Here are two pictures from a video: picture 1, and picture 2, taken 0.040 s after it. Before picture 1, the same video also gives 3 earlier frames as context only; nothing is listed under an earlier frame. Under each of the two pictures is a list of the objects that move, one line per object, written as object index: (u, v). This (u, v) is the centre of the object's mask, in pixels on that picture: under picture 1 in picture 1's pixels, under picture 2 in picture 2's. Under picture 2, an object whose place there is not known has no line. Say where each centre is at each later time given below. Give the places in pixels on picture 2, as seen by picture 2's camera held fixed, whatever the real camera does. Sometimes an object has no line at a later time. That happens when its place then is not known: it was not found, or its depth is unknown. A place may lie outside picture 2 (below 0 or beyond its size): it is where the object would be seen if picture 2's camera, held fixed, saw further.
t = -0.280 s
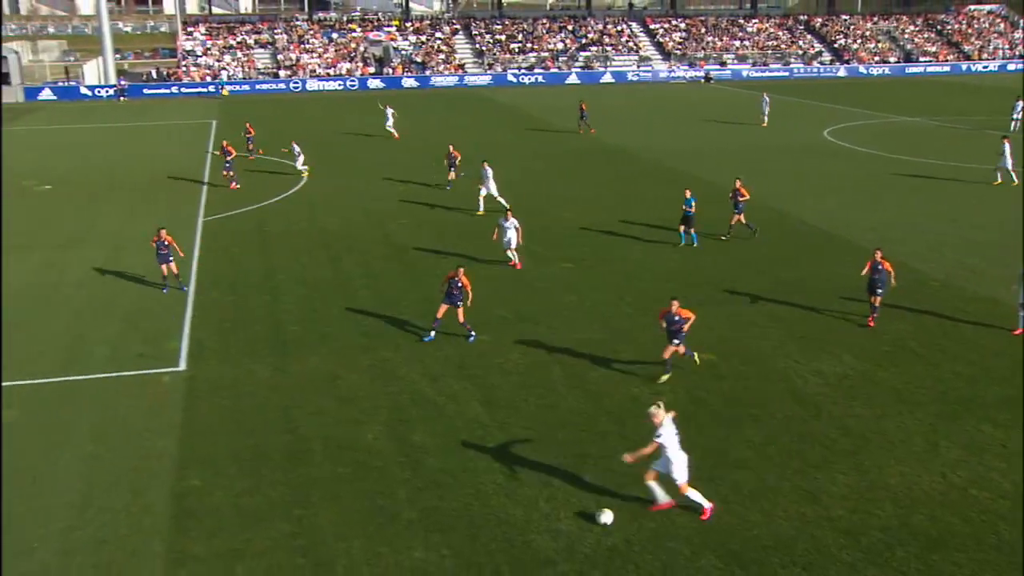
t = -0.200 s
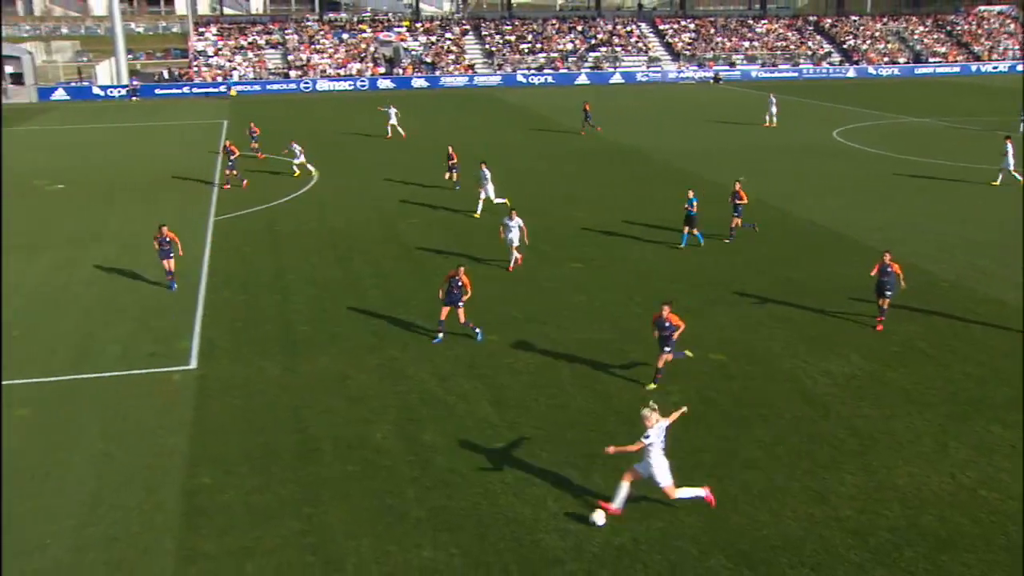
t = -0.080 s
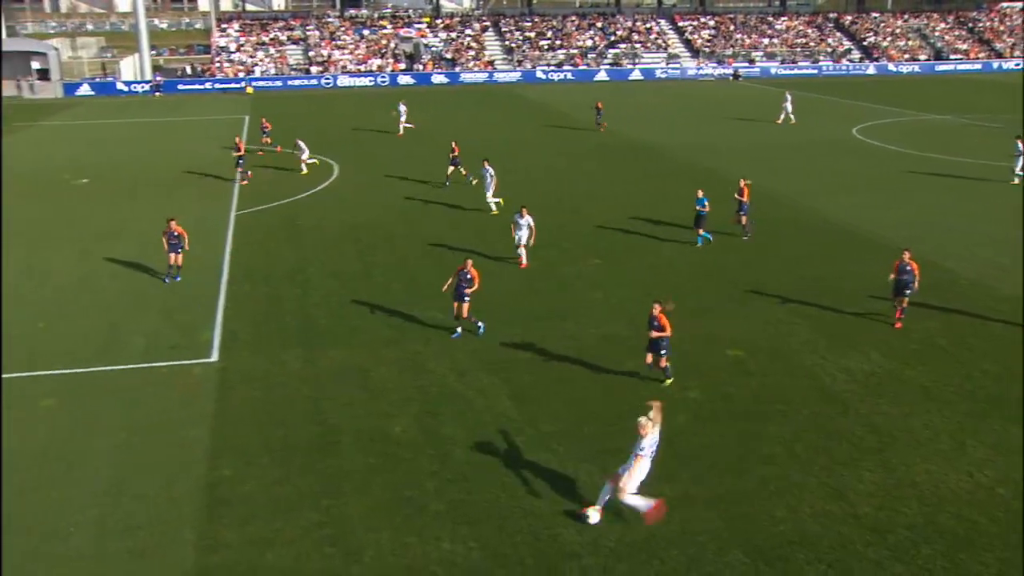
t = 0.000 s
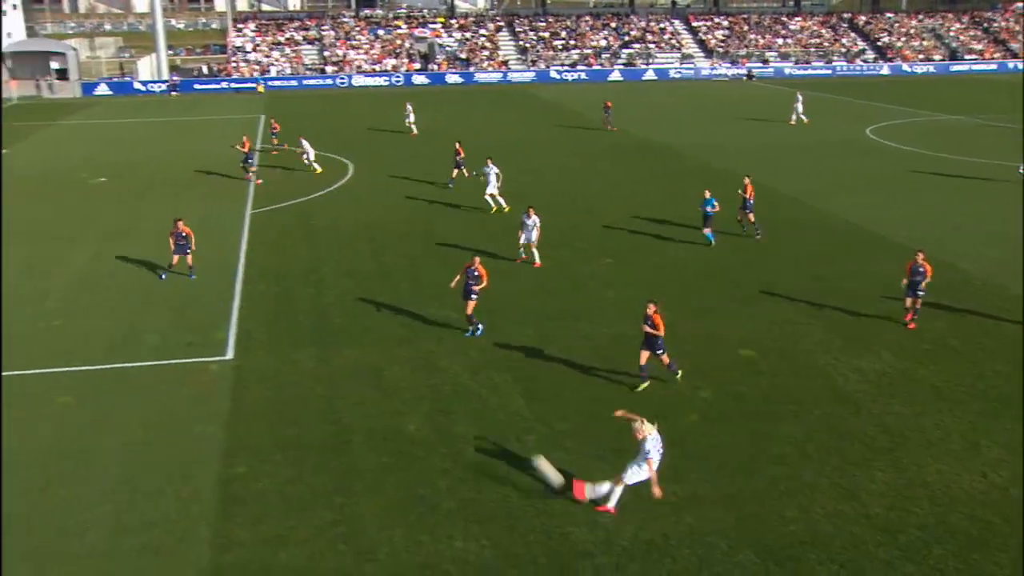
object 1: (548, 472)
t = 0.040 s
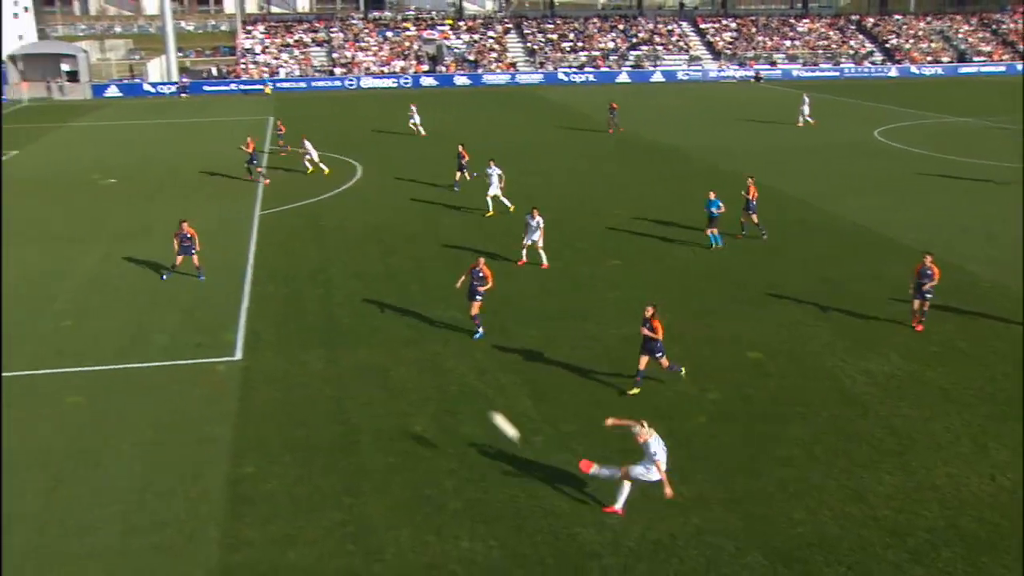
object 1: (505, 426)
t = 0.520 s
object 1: (183, 139)
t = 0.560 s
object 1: (172, 129)
